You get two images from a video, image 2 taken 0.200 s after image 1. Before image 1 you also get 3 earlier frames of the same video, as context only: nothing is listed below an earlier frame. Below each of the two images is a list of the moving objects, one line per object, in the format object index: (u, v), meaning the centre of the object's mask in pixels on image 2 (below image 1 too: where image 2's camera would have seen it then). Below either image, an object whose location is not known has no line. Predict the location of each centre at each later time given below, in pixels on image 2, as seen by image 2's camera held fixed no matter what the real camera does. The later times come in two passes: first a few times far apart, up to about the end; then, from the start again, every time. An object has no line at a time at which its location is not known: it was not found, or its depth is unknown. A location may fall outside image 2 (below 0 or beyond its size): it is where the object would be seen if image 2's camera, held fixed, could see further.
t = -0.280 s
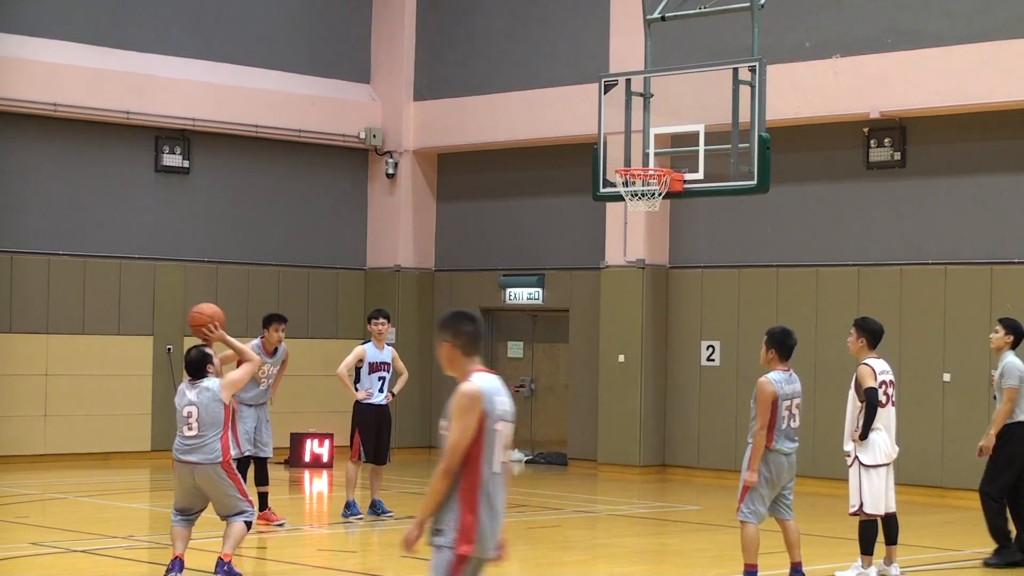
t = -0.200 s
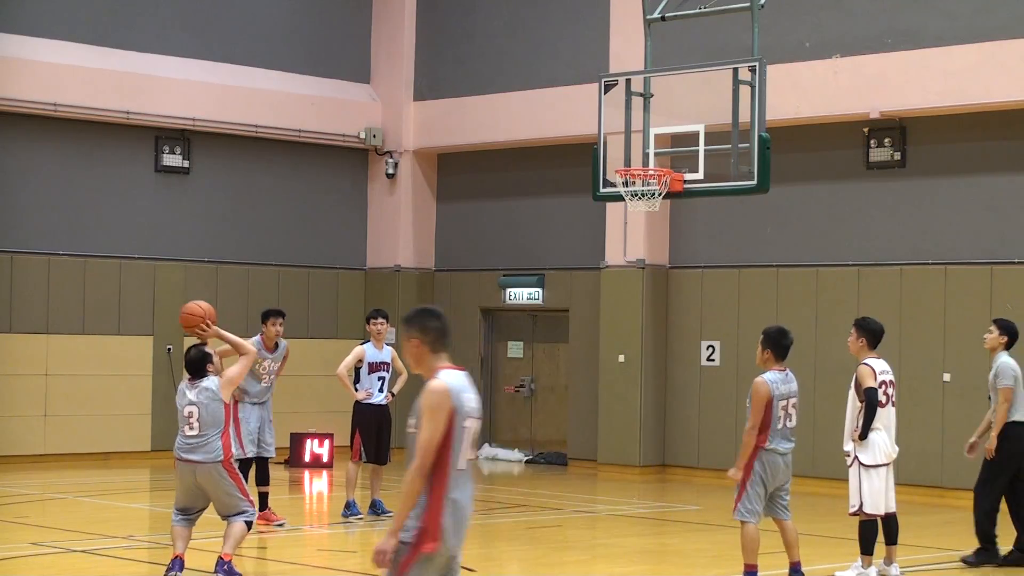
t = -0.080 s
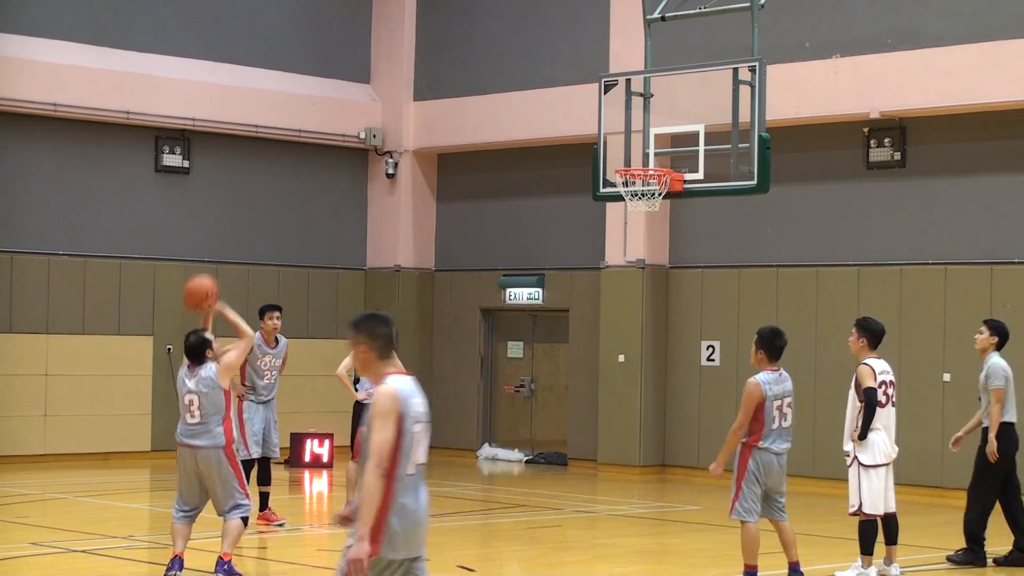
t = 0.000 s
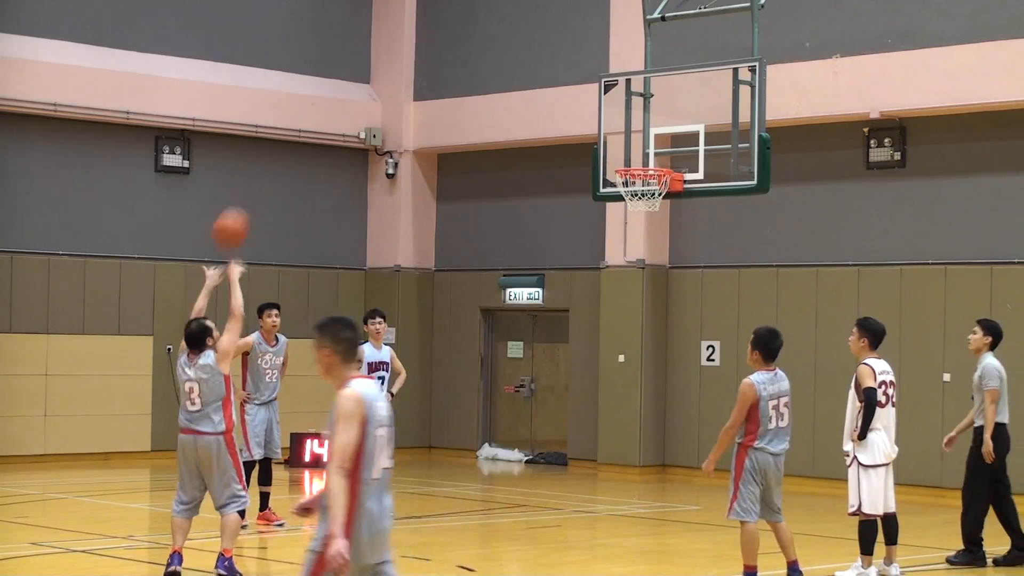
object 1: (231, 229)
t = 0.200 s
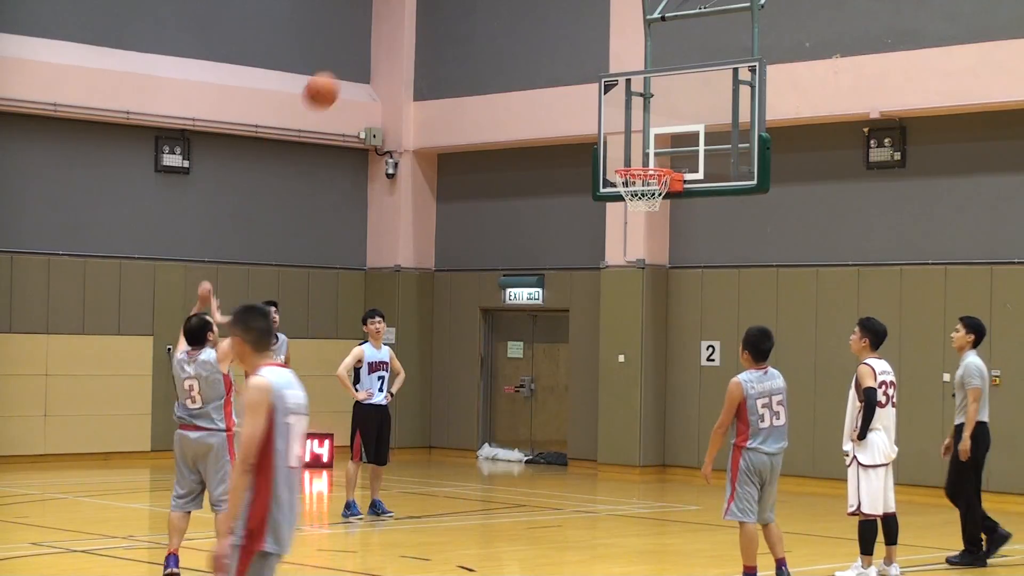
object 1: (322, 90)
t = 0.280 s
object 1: (355, 52)
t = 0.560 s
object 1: (462, 5)
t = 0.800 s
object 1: (543, 24)
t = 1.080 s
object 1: (627, 142)
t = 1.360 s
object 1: (710, 105)
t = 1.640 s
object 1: (799, 122)
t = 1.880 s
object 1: (878, 216)
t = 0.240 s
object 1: (339, 69)
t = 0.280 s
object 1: (355, 52)
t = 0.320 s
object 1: (371, 38)
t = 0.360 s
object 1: (387, 26)
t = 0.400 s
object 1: (403, 16)
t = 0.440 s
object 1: (419, 11)
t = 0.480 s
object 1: (434, 8)
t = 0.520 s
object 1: (448, 6)
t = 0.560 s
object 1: (462, 5)
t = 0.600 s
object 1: (477, 5)
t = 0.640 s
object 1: (492, 6)
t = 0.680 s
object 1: (505, 7)
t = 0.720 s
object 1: (517, 10)
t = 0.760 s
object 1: (530, 15)
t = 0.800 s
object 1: (543, 24)
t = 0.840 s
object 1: (556, 35)
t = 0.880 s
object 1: (569, 48)
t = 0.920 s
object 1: (580, 63)
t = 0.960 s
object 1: (591, 79)
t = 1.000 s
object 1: (604, 100)
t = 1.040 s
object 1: (615, 122)
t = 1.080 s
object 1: (627, 142)
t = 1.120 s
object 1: (637, 158)
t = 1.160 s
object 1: (649, 149)
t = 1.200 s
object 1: (661, 136)
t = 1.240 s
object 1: (674, 125)
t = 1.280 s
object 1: (685, 116)
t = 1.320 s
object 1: (698, 110)
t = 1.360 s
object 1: (710, 105)
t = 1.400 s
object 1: (722, 101)
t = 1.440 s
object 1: (735, 100)
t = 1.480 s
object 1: (747, 100)
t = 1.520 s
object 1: (760, 102)
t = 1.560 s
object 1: (773, 107)
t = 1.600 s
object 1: (785, 114)
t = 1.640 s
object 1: (799, 122)
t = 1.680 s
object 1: (812, 132)
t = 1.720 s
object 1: (825, 144)
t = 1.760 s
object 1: (838, 158)
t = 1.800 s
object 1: (851, 174)
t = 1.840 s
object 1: (865, 194)
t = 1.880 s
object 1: (878, 216)
